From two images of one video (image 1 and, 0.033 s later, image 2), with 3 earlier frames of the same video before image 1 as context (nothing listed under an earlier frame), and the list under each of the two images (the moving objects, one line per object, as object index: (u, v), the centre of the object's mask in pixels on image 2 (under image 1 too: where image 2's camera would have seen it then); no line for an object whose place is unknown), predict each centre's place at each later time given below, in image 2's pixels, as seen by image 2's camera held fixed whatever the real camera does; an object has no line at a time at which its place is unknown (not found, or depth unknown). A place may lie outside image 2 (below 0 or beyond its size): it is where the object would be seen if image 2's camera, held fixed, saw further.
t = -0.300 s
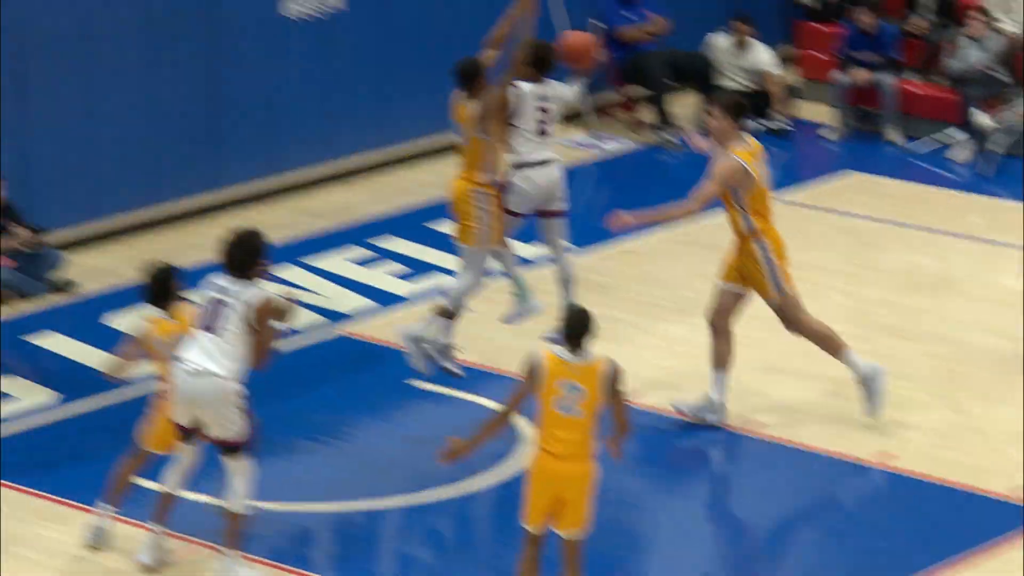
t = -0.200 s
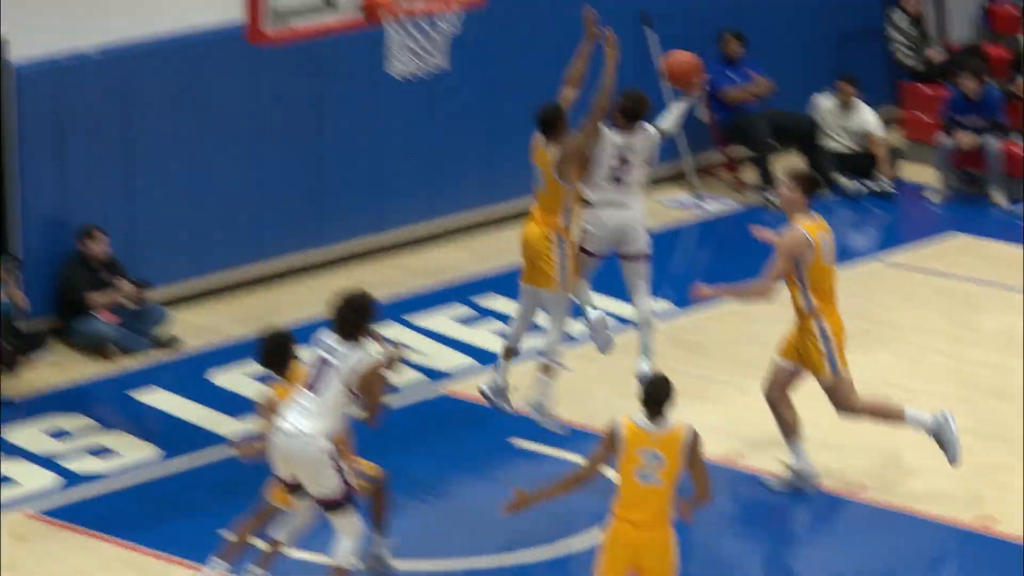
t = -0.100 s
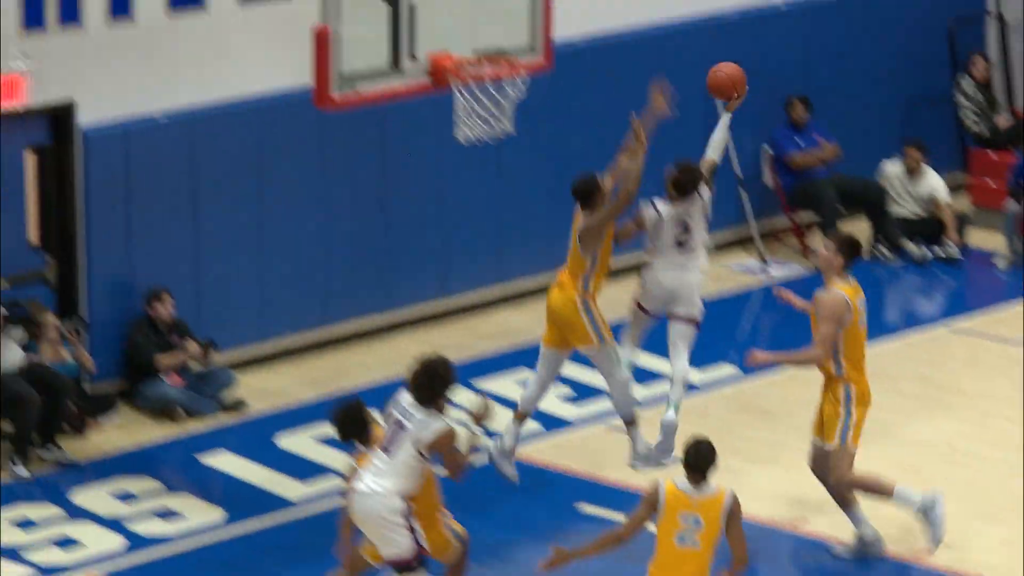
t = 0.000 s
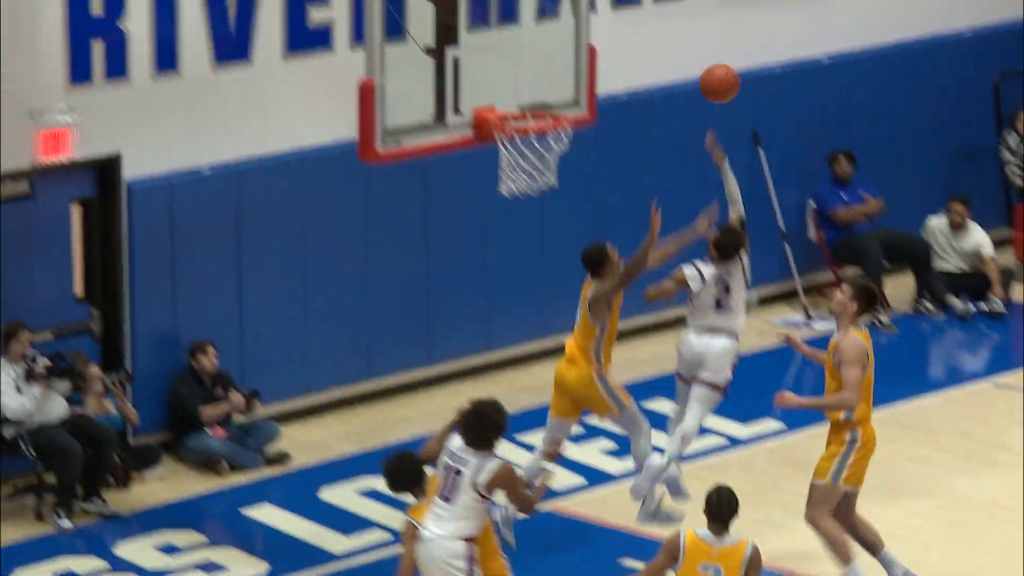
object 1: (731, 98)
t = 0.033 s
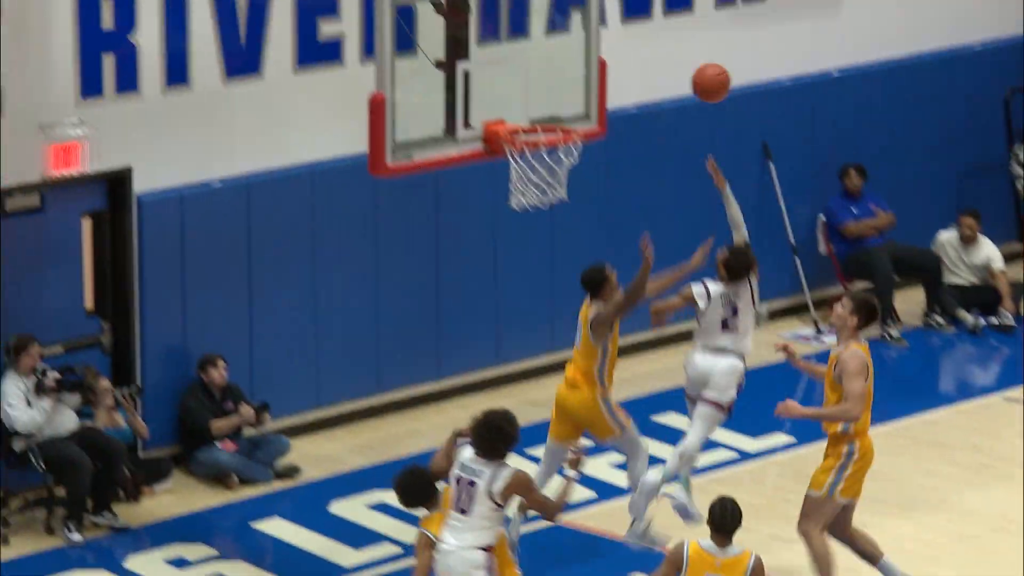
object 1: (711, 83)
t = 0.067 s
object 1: (692, 69)
